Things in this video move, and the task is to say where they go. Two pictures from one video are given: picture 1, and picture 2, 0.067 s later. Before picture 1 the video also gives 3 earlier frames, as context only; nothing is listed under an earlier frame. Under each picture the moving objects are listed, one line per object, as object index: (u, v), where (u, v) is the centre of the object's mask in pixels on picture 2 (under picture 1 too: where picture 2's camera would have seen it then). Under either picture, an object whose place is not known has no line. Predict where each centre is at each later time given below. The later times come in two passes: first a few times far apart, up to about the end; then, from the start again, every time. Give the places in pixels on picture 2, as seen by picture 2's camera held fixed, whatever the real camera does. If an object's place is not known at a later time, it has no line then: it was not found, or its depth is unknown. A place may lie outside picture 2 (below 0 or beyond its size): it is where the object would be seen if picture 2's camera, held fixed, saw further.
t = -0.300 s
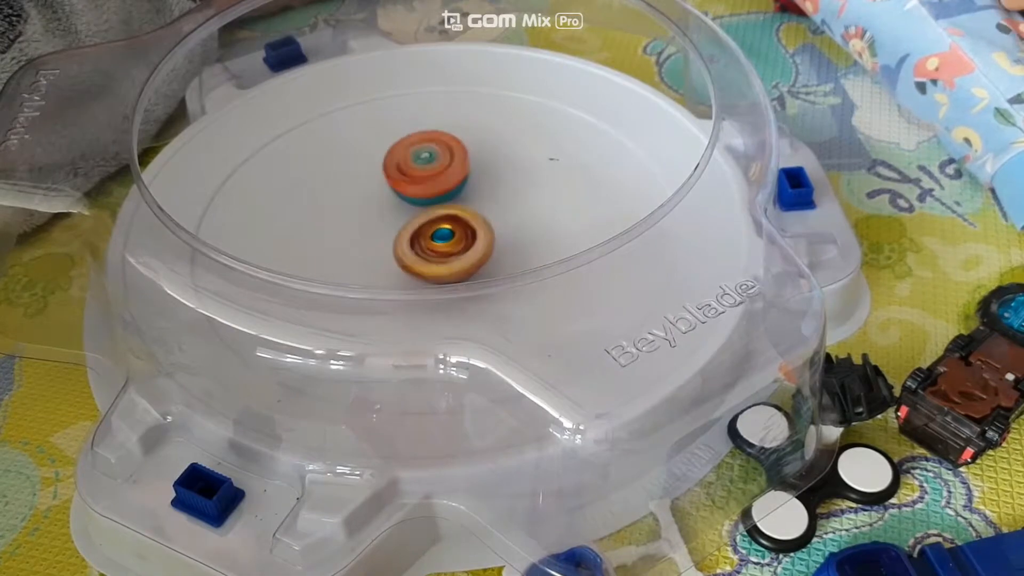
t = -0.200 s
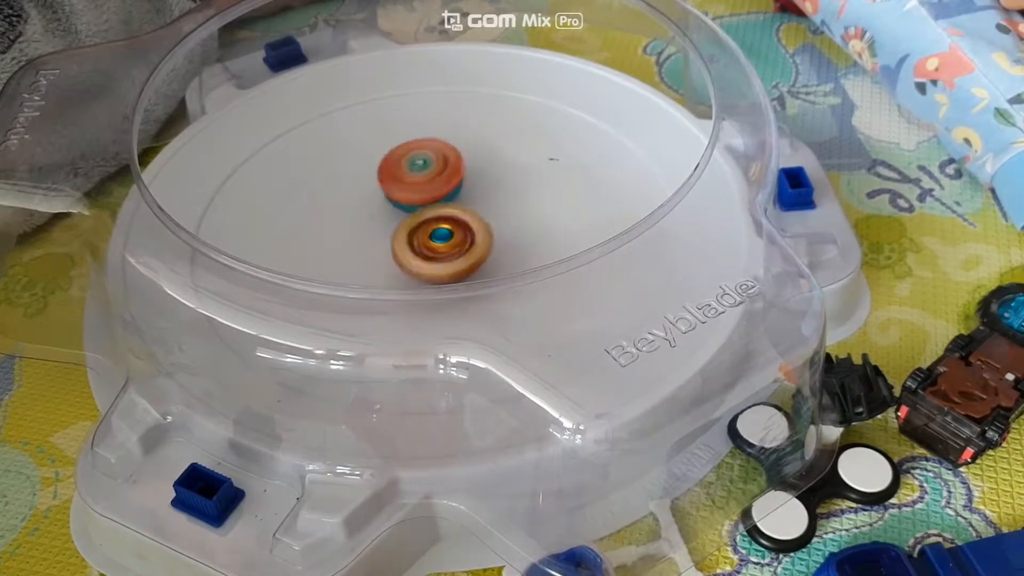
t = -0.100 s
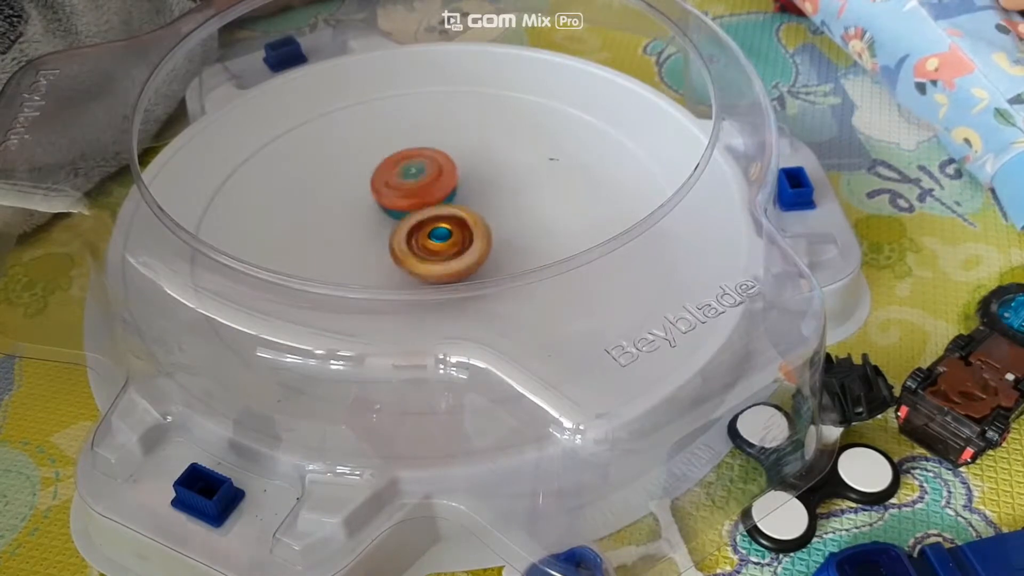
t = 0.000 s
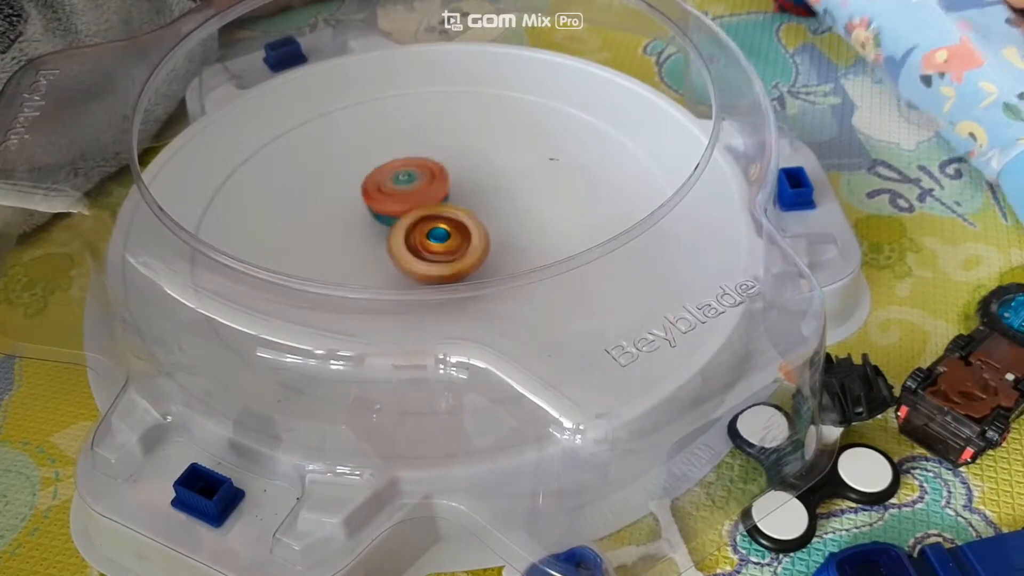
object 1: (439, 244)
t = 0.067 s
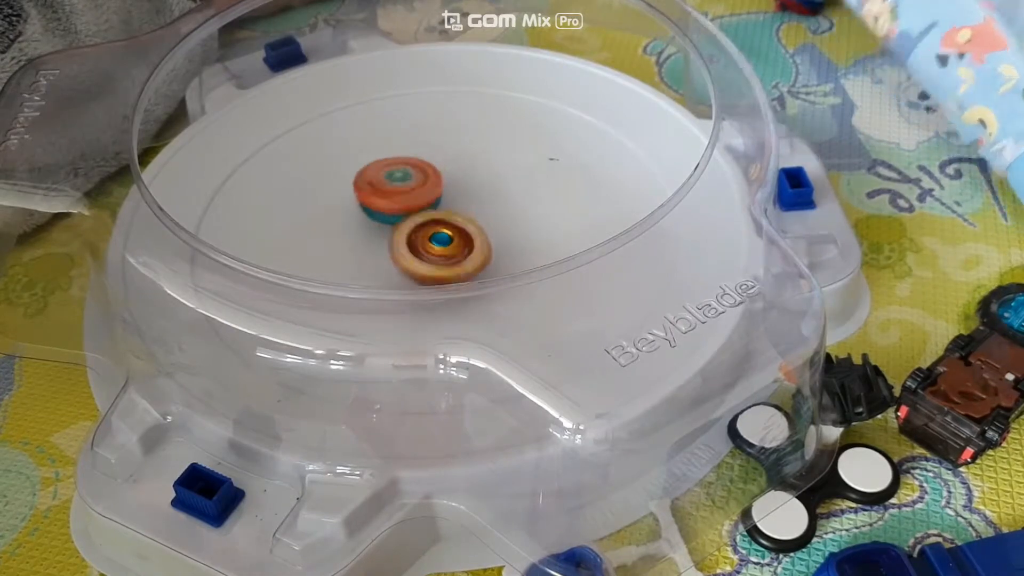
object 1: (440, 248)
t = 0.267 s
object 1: (437, 249)
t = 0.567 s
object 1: (445, 252)
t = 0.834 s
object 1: (442, 245)
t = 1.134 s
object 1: (449, 245)
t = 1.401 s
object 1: (451, 245)
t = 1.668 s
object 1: (453, 242)
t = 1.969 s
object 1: (465, 236)
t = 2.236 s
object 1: (468, 225)
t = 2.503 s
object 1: (468, 226)
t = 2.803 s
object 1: (476, 236)
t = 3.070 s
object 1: (499, 240)
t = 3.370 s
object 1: (478, 224)
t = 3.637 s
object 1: (469, 219)
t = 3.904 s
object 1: (471, 222)
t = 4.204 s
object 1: (467, 221)
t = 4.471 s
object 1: (463, 209)
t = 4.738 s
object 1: (457, 204)
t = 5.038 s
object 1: (456, 204)
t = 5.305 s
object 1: (463, 205)
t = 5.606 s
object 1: (472, 206)
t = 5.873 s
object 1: (471, 204)
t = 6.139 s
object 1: (462, 198)
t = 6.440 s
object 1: (453, 191)
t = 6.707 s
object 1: (445, 187)
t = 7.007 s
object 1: (451, 194)
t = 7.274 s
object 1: (458, 193)
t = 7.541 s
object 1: (459, 197)
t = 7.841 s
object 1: (446, 192)
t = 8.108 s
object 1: (442, 212)
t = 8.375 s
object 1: (455, 193)
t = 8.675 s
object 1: (424, 187)
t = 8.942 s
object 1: (371, 228)
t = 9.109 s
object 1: (357, 240)
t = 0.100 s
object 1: (439, 248)
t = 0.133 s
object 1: (440, 249)
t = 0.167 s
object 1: (439, 249)
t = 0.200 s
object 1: (437, 249)
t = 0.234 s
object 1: (436, 248)
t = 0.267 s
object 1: (437, 249)
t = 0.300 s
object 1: (436, 248)
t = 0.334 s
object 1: (435, 248)
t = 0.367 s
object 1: (435, 248)
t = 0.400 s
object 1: (434, 248)
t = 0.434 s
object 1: (433, 248)
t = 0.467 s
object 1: (432, 248)
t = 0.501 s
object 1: (433, 247)
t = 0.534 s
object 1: (438, 250)
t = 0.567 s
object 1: (445, 252)
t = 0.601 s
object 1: (450, 252)
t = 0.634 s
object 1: (449, 252)
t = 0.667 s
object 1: (449, 251)
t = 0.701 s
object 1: (448, 250)
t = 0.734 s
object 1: (445, 250)
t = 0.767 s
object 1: (445, 249)
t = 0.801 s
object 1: (444, 248)
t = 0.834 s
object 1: (442, 245)
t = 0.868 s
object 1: (441, 242)
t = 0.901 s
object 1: (439, 240)
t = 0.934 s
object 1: (445, 244)
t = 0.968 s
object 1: (453, 246)
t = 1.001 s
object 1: (455, 245)
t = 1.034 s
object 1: (454, 245)
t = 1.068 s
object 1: (453, 245)
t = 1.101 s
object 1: (452, 244)
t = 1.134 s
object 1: (449, 245)
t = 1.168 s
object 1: (449, 245)
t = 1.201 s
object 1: (449, 244)
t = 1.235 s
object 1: (446, 243)
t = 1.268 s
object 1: (444, 243)
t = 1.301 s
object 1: (446, 243)
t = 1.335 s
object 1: (447, 243)
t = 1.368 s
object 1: (446, 242)
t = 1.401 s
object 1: (451, 245)
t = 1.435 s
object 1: (454, 246)
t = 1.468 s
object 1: (455, 245)
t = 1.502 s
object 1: (456, 246)
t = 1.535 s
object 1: (457, 246)
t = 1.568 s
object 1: (457, 244)
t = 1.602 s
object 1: (455, 243)
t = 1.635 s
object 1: (453, 243)
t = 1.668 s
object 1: (453, 242)
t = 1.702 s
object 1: (452, 241)
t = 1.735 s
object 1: (454, 241)
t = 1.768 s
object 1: (456, 241)
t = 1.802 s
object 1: (459, 241)
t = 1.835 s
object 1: (462, 242)
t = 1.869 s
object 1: (463, 242)
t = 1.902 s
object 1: (464, 240)
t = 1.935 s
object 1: (464, 238)
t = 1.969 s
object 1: (465, 236)
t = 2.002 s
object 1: (462, 234)
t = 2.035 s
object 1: (466, 233)
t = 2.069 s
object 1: (468, 231)
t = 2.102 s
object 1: (468, 230)
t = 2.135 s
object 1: (466, 228)
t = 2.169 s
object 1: (465, 227)
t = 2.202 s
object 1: (468, 226)
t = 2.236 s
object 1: (468, 225)
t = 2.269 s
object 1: (467, 225)
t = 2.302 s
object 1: (467, 225)
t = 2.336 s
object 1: (470, 226)
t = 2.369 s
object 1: (473, 226)
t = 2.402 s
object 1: (473, 225)
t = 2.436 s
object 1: (472, 225)
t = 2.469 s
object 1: (470, 225)
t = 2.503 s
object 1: (468, 226)
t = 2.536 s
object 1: (469, 227)
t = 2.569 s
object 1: (469, 228)
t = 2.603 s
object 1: (471, 228)
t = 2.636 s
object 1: (474, 230)
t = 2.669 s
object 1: (474, 232)
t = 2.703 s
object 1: (475, 234)
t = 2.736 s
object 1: (476, 236)
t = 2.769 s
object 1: (477, 237)
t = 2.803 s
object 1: (476, 236)
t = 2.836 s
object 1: (472, 236)
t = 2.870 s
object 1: (471, 237)
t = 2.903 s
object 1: (471, 237)
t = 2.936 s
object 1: (473, 237)
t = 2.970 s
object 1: (482, 239)
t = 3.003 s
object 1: (492, 241)
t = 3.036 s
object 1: (496, 241)
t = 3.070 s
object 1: (499, 240)
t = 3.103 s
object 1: (499, 240)
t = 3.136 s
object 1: (499, 239)
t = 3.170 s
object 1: (498, 237)
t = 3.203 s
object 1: (496, 235)
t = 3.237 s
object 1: (494, 234)
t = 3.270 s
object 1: (491, 233)
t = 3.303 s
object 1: (489, 230)
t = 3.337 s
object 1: (483, 227)
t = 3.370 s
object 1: (478, 224)
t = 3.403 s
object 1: (470, 222)
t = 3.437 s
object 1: (465, 220)
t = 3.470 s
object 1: (470, 219)
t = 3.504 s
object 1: (473, 218)
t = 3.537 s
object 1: (474, 218)
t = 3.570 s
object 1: (472, 217)
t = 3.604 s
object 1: (470, 218)
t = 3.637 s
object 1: (469, 219)
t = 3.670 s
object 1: (470, 221)
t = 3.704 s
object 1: (470, 221)
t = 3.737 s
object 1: (472, 221)
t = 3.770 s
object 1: (472, 221)
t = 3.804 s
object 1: (473, 221)
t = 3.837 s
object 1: (471, 222)
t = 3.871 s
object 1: (472, 222)
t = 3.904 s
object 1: (471, 222)
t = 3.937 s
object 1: (472, 222)
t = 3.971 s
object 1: (471, 222)
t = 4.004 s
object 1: (470, 222)
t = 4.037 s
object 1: (468, 222)
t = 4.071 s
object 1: (467, 223)
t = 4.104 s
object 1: (466, 223)
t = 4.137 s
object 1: (468, 223)
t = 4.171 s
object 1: (469, 222)
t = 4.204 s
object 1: (467, 221)
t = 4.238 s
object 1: (465, 221)
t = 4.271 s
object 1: (464, 221)
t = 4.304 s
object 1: (462, 220)
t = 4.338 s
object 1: (464, 218)
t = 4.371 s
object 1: (465, 216)
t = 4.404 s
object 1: (465, 213)
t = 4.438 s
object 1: (465, 211)
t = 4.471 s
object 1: (463, 209)
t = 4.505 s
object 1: (462, 207)
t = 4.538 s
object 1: (460, 205)
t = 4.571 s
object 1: (457, 205)
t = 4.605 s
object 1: (454, 203)
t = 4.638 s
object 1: (455, 203)
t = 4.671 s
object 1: (456, 202)
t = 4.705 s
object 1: (454, 203)
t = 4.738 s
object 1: (457, 204)
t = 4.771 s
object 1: (457, 205)
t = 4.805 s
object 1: (457, 204)
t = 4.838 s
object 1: (455, 205)
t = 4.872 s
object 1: (458, 205)
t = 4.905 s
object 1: (458, 204)
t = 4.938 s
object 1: (458, 204)
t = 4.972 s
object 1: (457, 204)
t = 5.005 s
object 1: (456, 205)
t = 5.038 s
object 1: (456, 204)
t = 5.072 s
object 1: (458, 205)
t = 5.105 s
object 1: (460, 204)
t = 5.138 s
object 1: (459, 204)
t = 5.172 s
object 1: (459, 204)
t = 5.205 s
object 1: (460, 205)
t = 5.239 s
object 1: (463, 205)
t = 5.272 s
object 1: (463, 205)
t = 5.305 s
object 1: (463, 205)
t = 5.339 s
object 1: (463, 206)
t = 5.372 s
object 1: (464, 207)
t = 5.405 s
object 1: (463, 207)
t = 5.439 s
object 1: (464, 207)
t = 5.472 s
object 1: (466, 206)
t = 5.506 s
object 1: (467, 206)
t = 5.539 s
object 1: (468, 206)
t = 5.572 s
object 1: (470, 206)
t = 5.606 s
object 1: (472, 206)
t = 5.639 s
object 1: (474, 205)
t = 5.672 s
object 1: (473, 205)
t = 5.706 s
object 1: (471, 204)
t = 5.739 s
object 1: (471, 204)
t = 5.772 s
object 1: (469, 204)
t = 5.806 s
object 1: (470, 205)
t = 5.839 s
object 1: (471, 204)
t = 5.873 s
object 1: (471, 204)
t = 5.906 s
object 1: (471, 204)
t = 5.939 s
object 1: (470, 204)
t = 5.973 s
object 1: (469, 201)
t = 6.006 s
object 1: (466, 199)
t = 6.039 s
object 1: (464, 198)
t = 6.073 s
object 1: (465, 197)
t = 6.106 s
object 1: (464, 198)
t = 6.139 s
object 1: (462, 198)
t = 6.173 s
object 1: (458, 199)
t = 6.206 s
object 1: (457, 200)
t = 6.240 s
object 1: (455, 200)
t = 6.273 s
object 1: (456, 200)
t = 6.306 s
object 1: (454, 199)
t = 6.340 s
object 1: (449, 200)
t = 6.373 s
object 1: (448, 198)
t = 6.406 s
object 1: (452, 194)
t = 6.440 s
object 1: (453, 191)
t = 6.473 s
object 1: (452, 189)
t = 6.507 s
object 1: (451, 187)
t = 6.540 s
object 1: (452, 184)
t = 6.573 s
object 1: (452, 182)
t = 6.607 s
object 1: (450, 184)
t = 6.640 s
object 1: (448, 185)
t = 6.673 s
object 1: (446, 185)
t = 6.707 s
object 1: (445, 187)
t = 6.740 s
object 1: (445, 188)
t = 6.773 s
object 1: (442, 191)
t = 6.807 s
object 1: (442, 190)
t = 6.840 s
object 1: (443, 190)
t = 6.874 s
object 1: (443, 192)
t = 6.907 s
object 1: (445, 192)
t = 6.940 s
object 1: (445, 192)
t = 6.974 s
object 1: (449, 192)
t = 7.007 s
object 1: (451, 194)
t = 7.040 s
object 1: (450, 195)
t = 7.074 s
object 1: (452, 195)
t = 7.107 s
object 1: (456, 195)
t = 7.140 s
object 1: (458, 195)
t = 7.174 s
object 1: (457, 194)
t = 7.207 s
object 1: (456, 193)
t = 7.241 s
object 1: (458, 192)
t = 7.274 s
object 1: (458, 193)
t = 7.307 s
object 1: (455, 193)
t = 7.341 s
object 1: (453, 190)
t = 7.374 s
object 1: (452, 190)
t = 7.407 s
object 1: (448, 192)
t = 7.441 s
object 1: (447, 193)
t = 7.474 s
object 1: (451, 195)
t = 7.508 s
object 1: (455, 196)
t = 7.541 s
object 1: (459, 197)
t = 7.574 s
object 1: (459, 196)
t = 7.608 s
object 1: (460, 196)
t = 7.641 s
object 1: (458, 196)
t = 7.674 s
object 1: (454, 194)
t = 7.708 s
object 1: (453, 193)
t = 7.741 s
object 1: (455, 192)
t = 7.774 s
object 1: (449, 194)
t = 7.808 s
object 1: (446, 191)
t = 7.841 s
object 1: (446, 192)
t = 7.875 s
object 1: (445, 192)
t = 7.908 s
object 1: (446, 193)
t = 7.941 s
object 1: (449, 198)
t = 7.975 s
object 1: (451, 198)
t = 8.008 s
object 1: (449, 199)
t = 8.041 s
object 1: (445, 202)
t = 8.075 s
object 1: (444, 209)
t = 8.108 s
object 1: (442, 212)
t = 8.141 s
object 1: (446, 215)
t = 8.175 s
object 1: (447, 215)
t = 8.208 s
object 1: (452, 215)
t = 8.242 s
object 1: (454, 211)
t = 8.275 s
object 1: (454, 207)
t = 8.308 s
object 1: (456, 202)
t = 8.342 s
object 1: (456, 200)
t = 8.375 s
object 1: (455, 193)
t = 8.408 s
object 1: (453, 189)
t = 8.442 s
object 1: (451, 184)
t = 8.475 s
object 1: (448, 183)
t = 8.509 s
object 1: (446, 182)
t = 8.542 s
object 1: (441, 184)
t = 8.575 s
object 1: (439, 183)
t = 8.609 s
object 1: (435, 185)
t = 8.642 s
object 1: (430, 185)
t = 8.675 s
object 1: (424, 187)
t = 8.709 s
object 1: (418, 188)
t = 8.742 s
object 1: (408, 191)
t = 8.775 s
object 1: (396, 195)
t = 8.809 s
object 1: (388, 202)
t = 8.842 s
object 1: (382, 208)
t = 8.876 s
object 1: (378, 216)
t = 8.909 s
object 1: (375, 222)
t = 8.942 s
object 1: (371, 228)
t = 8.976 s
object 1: (368, 232)
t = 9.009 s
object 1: (365, 235)
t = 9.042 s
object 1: (362, 238)
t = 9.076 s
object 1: (359, 240)
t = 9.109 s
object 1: (357, 240)
